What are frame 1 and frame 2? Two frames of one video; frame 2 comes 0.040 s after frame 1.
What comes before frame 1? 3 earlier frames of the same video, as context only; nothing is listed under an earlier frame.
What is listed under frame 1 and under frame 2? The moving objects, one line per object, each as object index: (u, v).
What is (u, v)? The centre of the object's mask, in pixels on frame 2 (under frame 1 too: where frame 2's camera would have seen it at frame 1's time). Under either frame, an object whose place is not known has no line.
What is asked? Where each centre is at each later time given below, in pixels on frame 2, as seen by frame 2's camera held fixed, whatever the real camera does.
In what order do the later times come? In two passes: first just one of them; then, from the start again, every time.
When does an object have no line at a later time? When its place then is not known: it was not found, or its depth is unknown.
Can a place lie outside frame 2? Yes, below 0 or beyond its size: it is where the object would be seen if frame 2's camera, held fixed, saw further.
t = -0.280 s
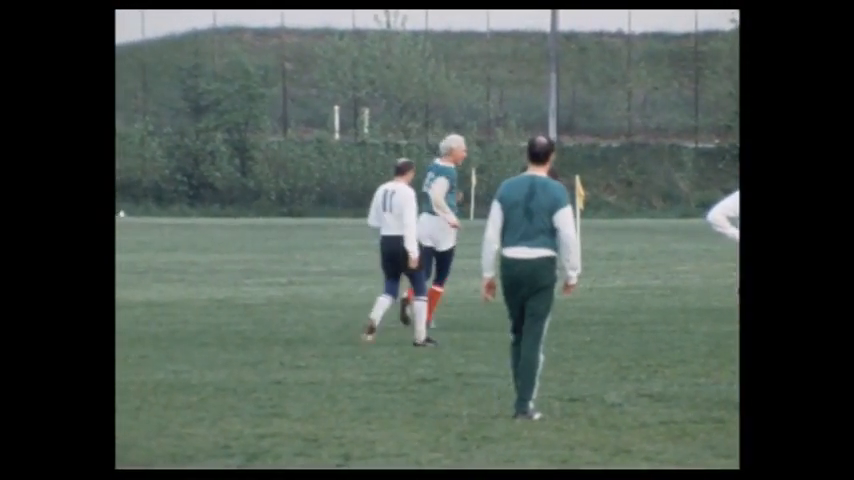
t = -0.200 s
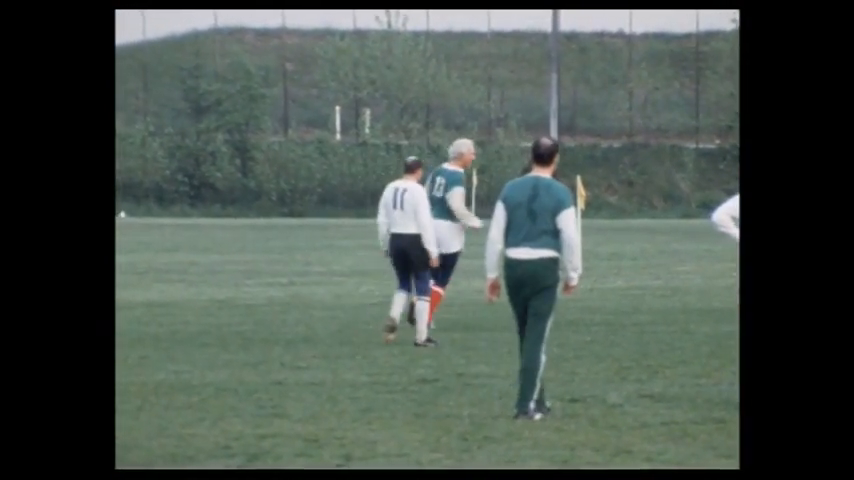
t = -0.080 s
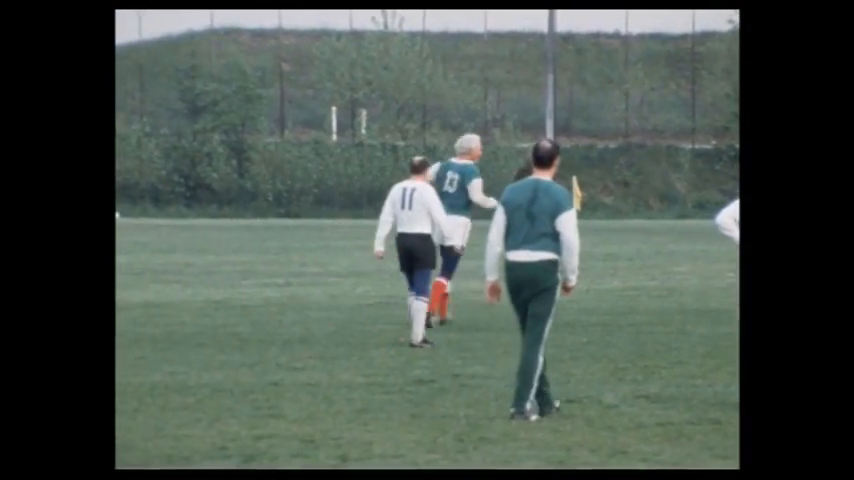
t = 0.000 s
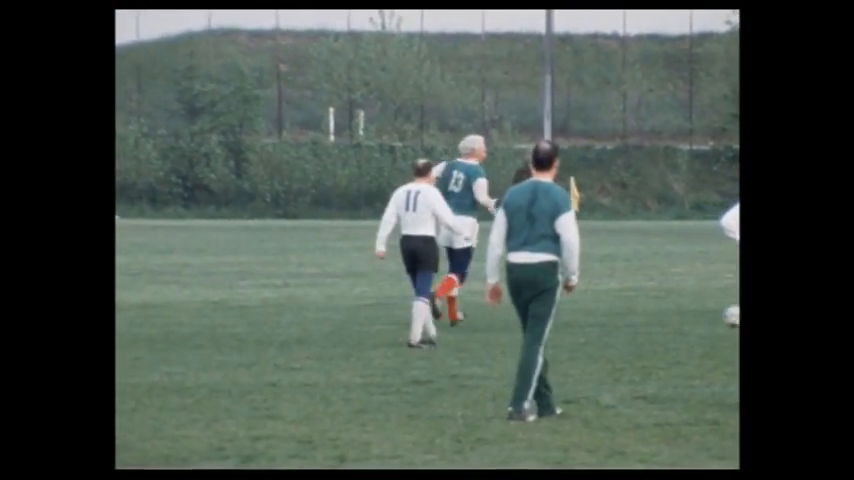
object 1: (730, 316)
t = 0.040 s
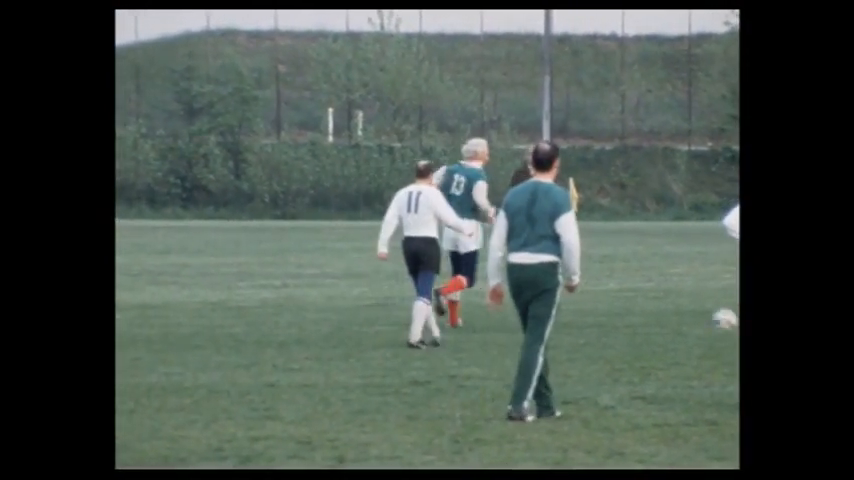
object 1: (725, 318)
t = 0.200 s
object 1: (689, 318)
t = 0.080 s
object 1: (715, 317)
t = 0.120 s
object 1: (706, 316)
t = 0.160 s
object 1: (697, 316)
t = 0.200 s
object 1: (689, 318)
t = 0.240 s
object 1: (680, 319)
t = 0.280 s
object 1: (671, 317)
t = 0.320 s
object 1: (664, 316)
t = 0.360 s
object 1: (656, 316)
